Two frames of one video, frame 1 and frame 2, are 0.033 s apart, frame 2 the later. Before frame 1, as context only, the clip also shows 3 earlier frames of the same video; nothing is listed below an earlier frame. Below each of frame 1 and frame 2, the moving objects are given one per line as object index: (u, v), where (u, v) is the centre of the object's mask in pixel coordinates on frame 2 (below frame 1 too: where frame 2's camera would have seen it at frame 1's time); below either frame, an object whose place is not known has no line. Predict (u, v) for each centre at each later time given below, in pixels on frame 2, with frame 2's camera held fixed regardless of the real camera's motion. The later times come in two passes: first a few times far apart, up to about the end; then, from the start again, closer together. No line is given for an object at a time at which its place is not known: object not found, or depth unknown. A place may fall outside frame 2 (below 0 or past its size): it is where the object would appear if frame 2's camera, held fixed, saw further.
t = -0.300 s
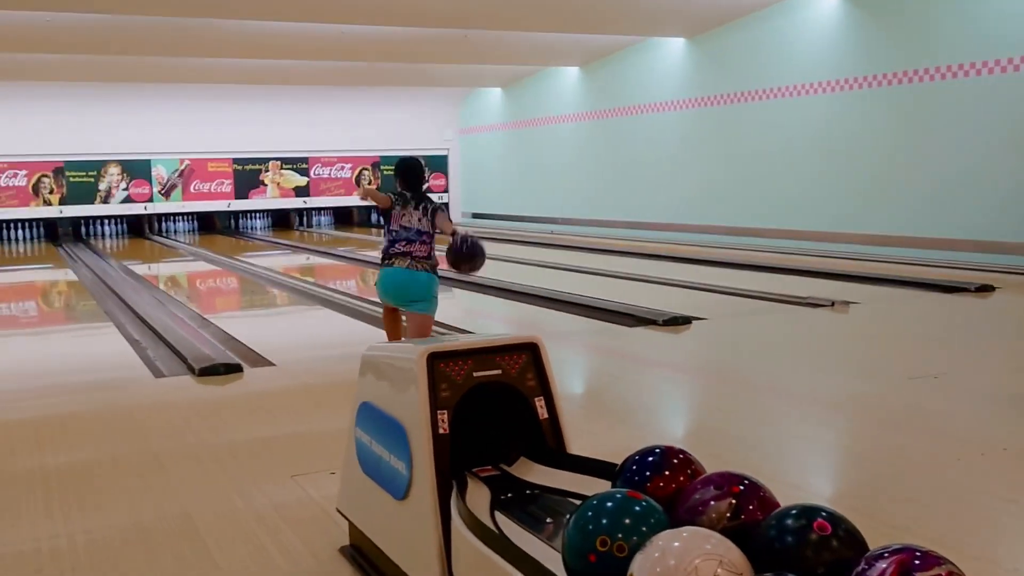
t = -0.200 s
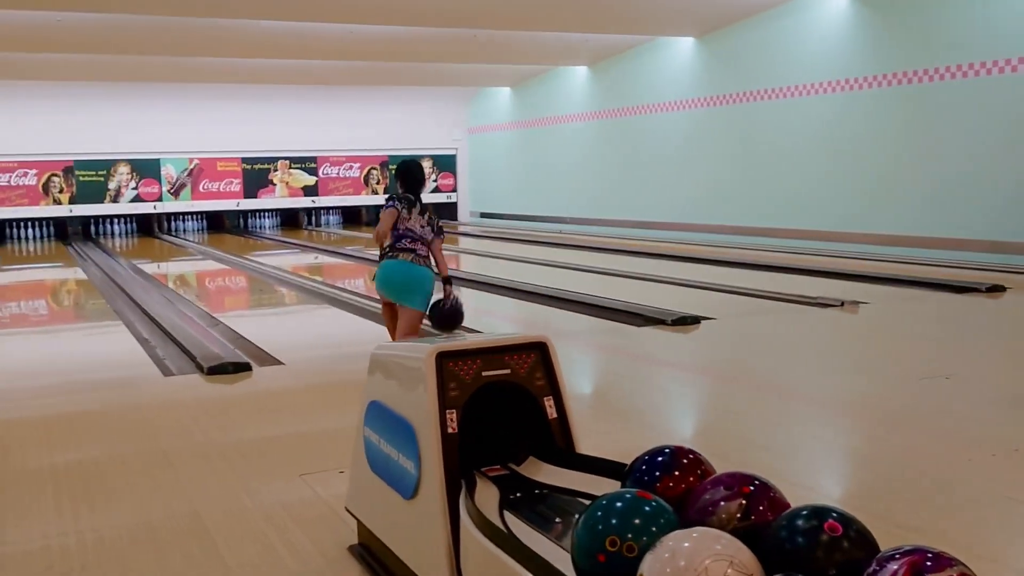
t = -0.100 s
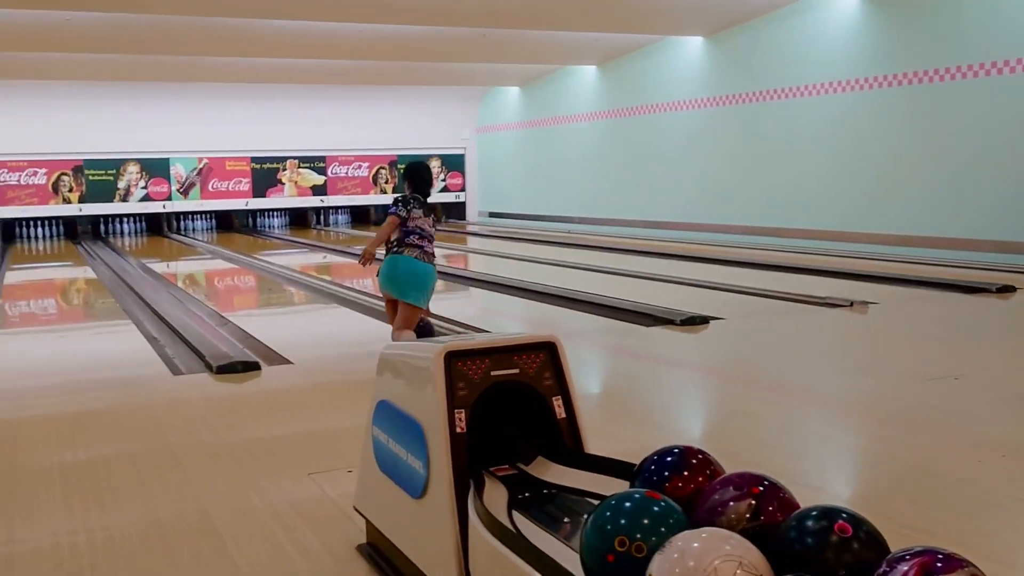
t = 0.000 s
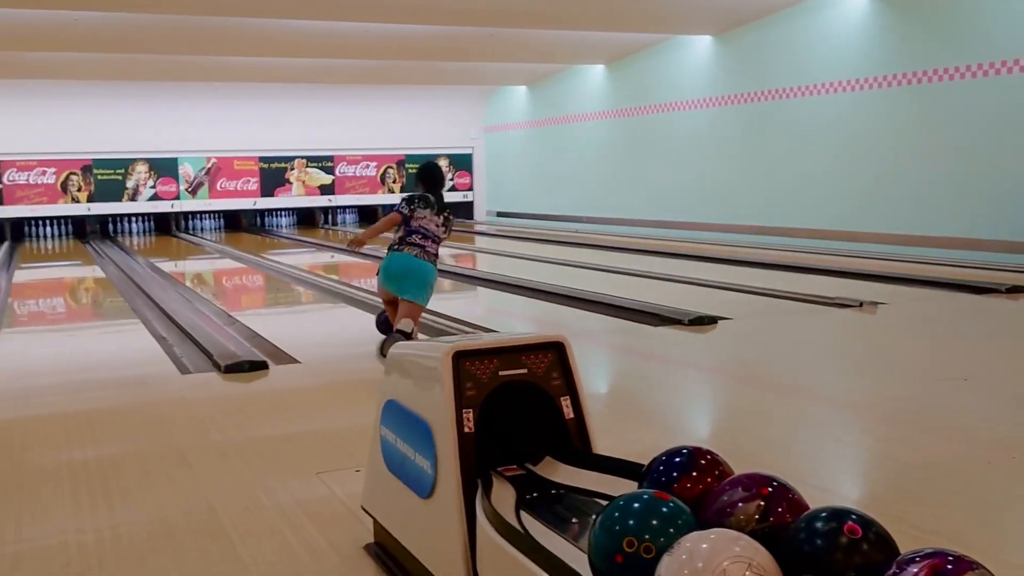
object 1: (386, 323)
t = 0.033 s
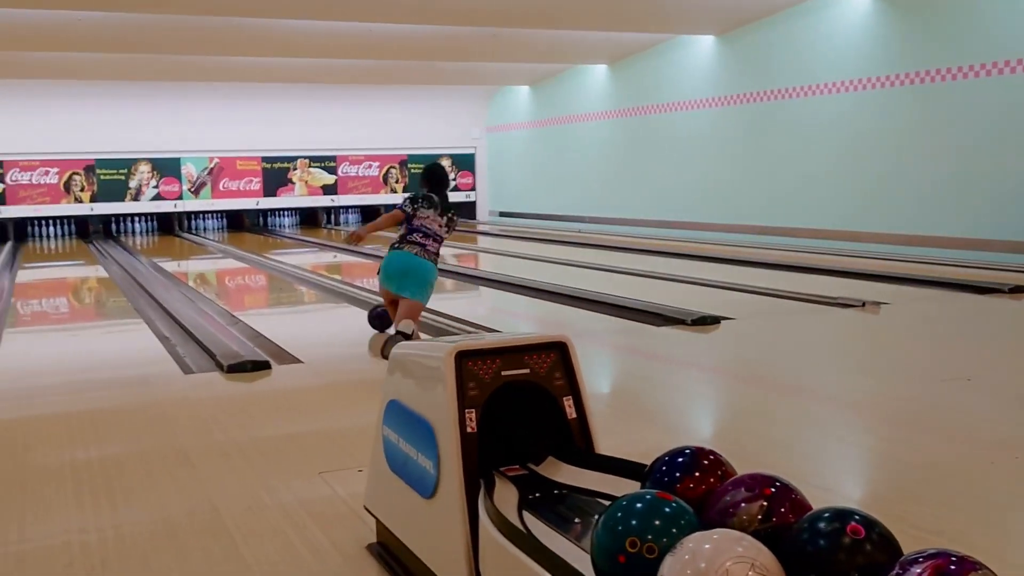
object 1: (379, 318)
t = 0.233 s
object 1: (329, 296)
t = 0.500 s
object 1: (280, 277)
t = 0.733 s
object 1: (249, 265)
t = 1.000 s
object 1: (222, 255)
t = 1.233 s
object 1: (203, 248)
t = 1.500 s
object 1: (186, 242)
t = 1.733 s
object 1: (173, 237)
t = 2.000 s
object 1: (161, 233)
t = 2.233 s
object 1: (149, 230)
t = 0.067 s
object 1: (371, 313)
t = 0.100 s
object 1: (362, 310)
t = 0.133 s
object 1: (353, 306)
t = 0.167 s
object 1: (344, 302)
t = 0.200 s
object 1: (337, 299)
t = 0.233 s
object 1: (329, 296)
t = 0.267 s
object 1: (322, 294)
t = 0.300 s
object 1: (315, 291)
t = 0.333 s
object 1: (309, 288)
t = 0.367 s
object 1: (302, 286)
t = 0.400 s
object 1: (296, 284)
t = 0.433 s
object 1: (291, 281)
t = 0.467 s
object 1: (285, 279)
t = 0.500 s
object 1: (280, 277)
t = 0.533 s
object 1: (275, 275)
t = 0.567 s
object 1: (271, 274)
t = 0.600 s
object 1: (266, 272)
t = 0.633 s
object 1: (262, 270)
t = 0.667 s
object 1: (258, 269)
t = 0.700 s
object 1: (253, 267)
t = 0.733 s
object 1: (249, 265)
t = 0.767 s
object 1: (246, 264)
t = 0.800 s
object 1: (242, 262)
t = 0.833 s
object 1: (239, 261)
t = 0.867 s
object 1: (235, 260)
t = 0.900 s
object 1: (232, 259)
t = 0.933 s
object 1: (229, 257)
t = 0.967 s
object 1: (225, 256)
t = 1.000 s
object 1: (222, 255)
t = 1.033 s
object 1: (220, 254)
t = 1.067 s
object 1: (217, 253)
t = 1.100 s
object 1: (214, 252)
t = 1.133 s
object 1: (211, 251)
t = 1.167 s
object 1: (209, 250)
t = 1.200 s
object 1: (206, 249)
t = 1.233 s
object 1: (203, 248)
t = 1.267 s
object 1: (201, 247)
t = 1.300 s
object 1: (199, 246)
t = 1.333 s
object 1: (197, 246)
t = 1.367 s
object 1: (194, 245)
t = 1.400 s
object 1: (193, 244)
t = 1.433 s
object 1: (190, 243)
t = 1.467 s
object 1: (188, 242)
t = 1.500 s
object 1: (186, 242)
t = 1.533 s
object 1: (184, 241)
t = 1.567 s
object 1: (182, 240)
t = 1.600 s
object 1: (181, 240)
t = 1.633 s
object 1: (179, 239)
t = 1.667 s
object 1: (177, 238)
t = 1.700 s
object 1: (176, 238)
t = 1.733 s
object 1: (173, 237)
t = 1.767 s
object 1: (172, 236)
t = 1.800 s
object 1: (170, 236)
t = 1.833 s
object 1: (169, 236)
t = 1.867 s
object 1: (167, 235)
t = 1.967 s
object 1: (162, 233)
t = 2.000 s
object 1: (161, 233)
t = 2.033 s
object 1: (159, 233)
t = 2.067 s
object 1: (158, 232)
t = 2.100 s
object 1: (155, 232)
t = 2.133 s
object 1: (153, 231)
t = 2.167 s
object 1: (152, 231)
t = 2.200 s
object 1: (150, 230)
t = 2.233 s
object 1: (149, 230)
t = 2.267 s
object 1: (147, 230)
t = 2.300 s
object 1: (146, 229)
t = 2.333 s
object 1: (144, 229)
